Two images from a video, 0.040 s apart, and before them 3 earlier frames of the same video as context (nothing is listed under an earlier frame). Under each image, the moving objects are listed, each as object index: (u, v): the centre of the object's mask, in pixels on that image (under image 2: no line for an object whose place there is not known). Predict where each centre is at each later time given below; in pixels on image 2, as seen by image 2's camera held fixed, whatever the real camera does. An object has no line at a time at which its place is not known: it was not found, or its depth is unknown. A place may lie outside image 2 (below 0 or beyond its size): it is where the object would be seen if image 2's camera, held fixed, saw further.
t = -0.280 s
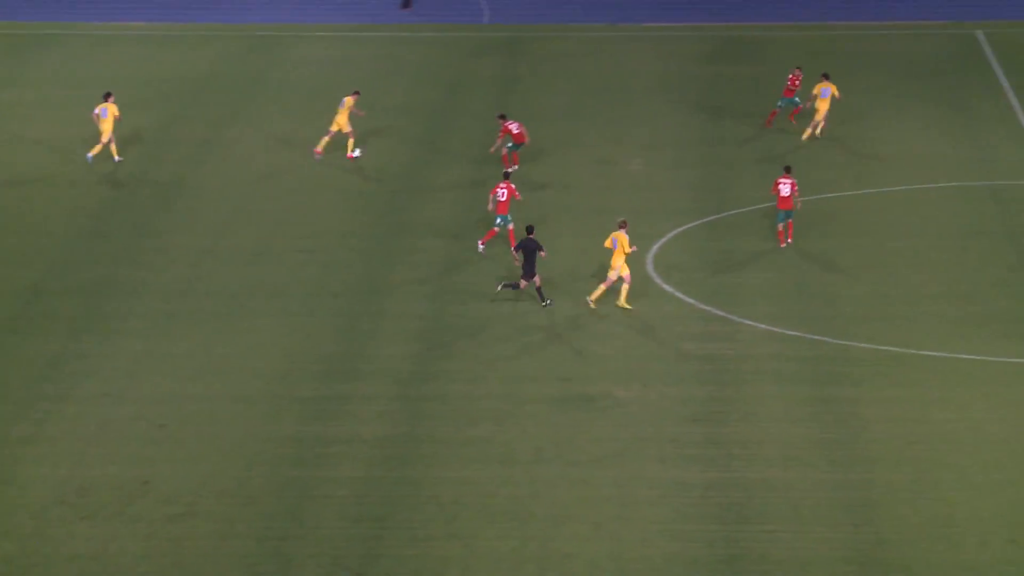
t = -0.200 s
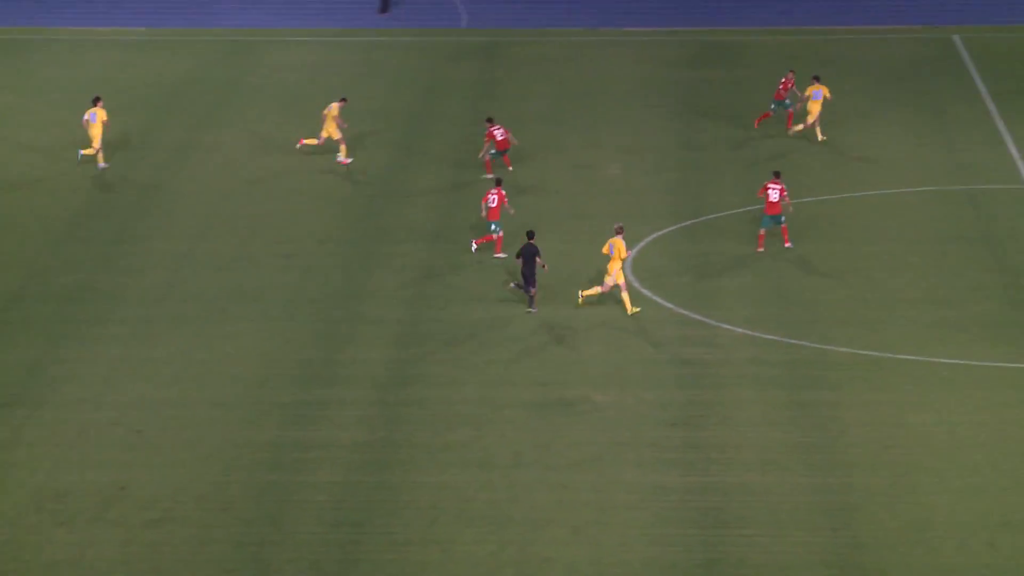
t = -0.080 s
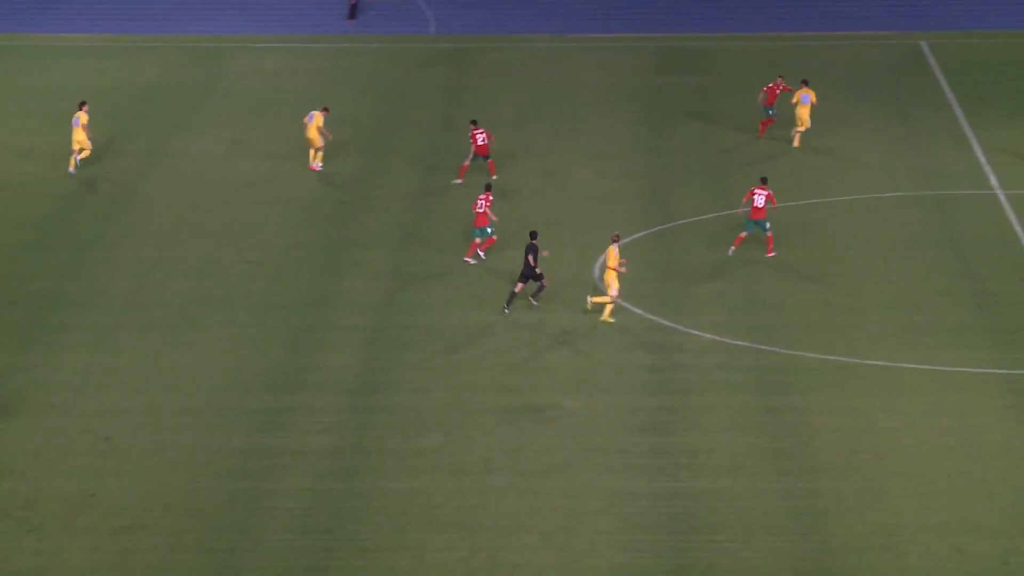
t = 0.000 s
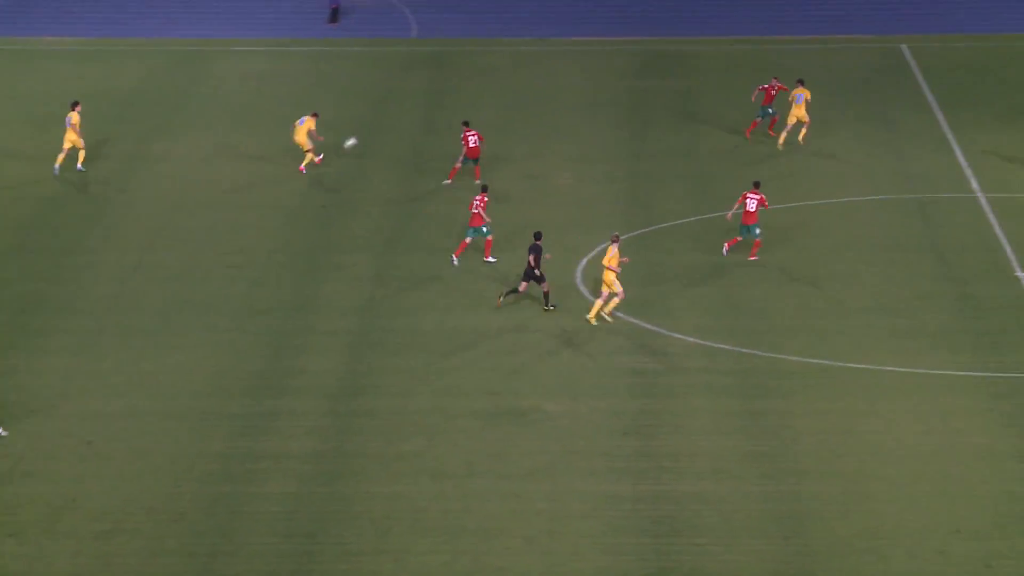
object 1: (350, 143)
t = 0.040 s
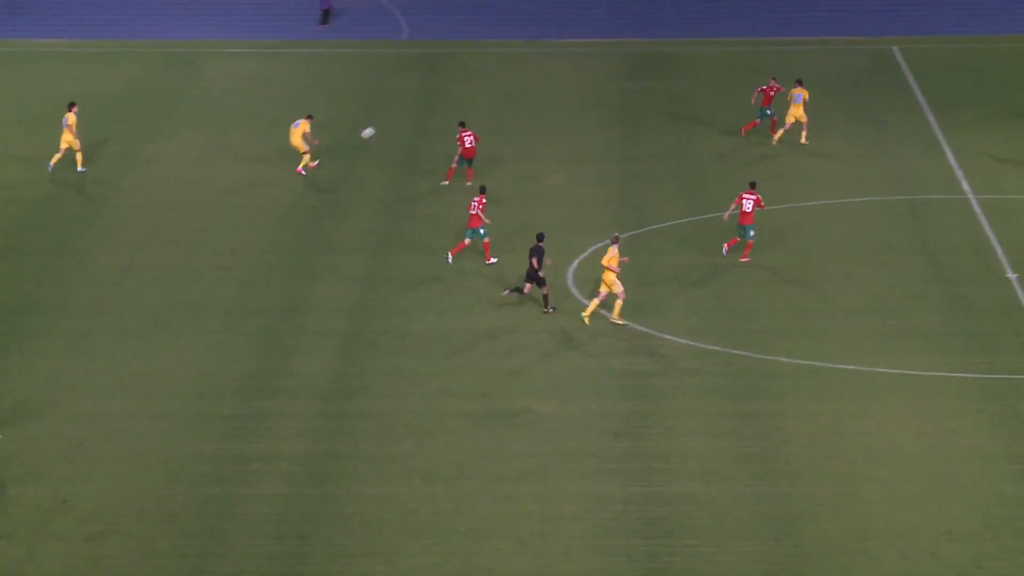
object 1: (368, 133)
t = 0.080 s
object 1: (392, 121)
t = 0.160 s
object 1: (439, 102)
